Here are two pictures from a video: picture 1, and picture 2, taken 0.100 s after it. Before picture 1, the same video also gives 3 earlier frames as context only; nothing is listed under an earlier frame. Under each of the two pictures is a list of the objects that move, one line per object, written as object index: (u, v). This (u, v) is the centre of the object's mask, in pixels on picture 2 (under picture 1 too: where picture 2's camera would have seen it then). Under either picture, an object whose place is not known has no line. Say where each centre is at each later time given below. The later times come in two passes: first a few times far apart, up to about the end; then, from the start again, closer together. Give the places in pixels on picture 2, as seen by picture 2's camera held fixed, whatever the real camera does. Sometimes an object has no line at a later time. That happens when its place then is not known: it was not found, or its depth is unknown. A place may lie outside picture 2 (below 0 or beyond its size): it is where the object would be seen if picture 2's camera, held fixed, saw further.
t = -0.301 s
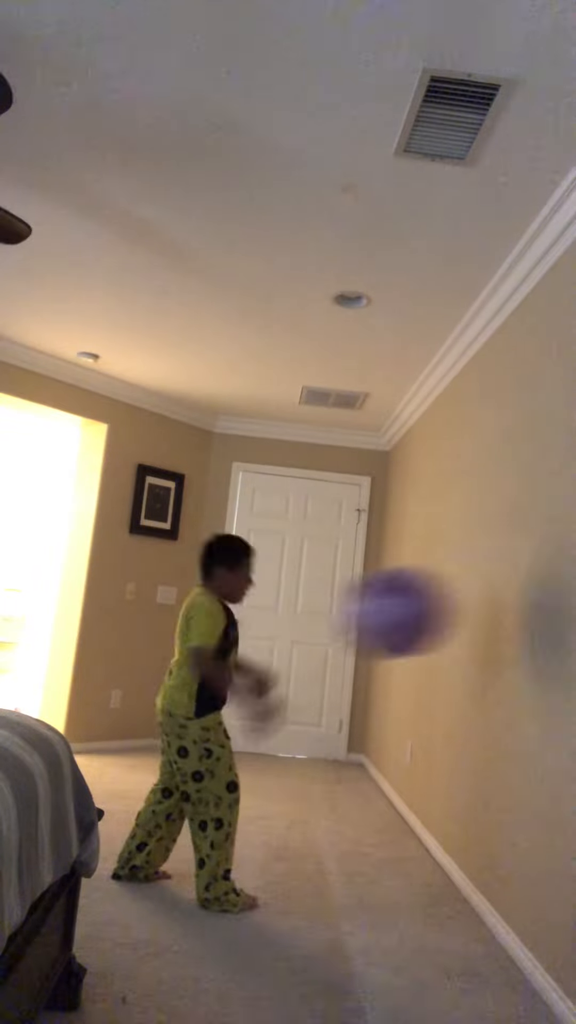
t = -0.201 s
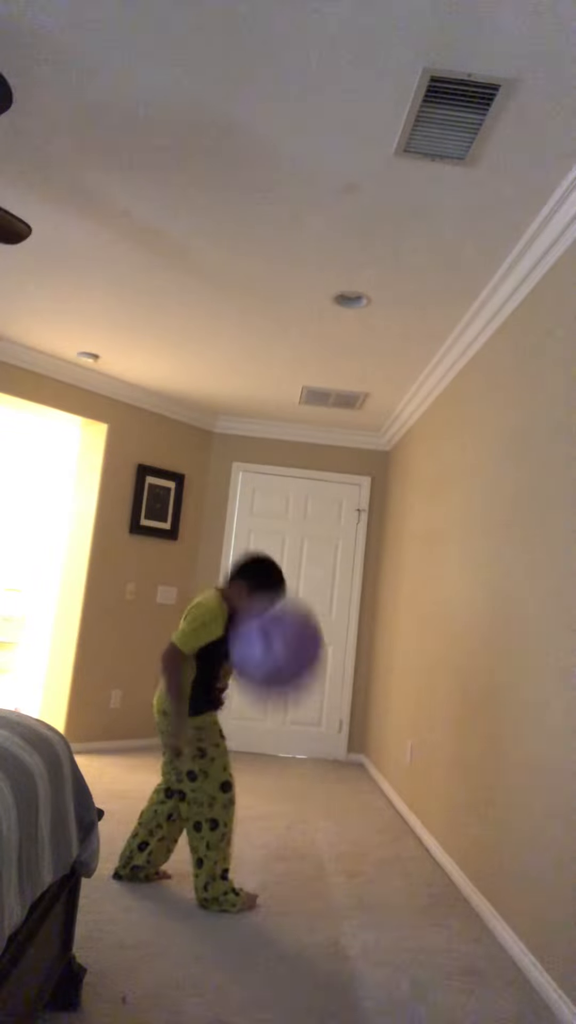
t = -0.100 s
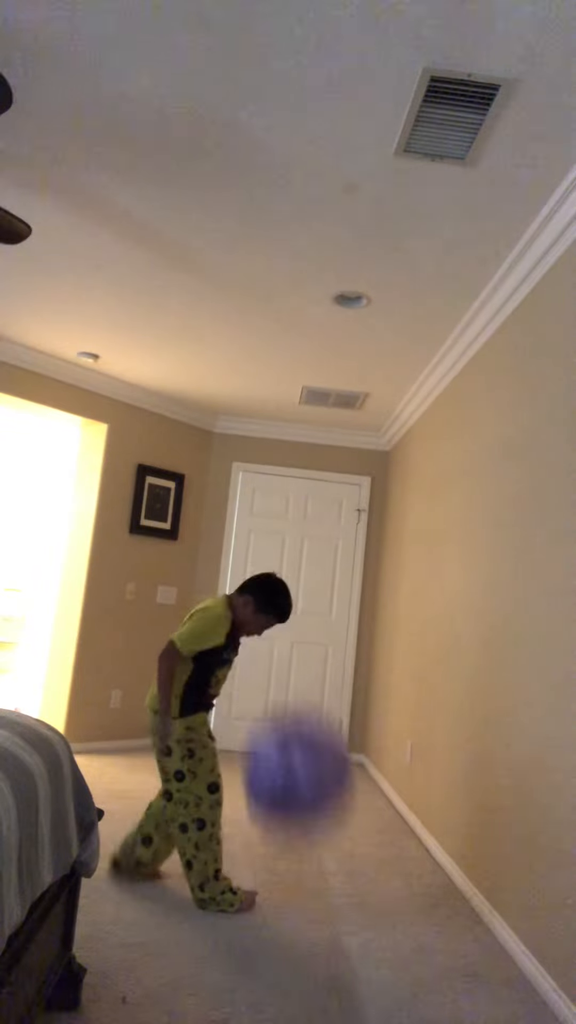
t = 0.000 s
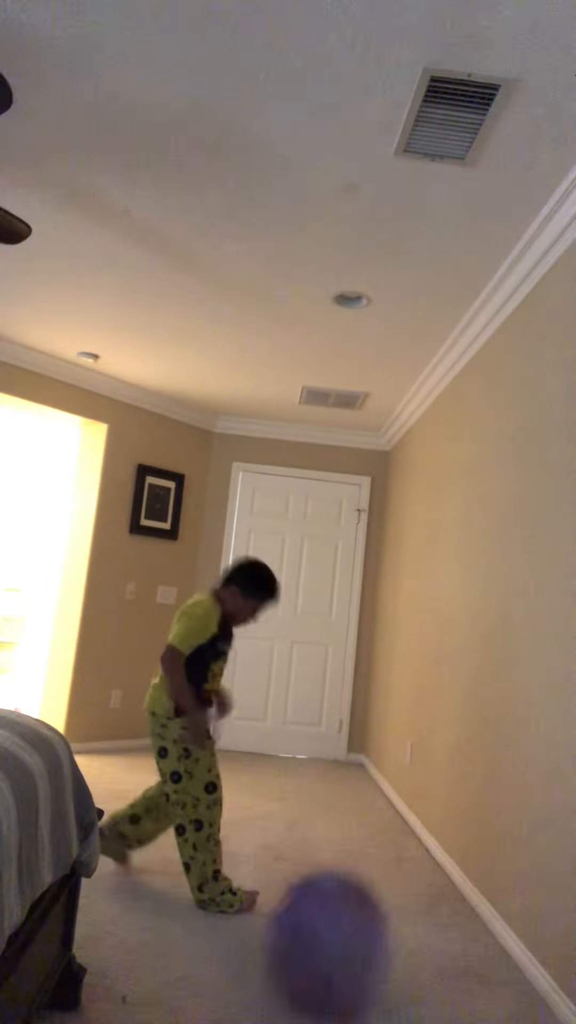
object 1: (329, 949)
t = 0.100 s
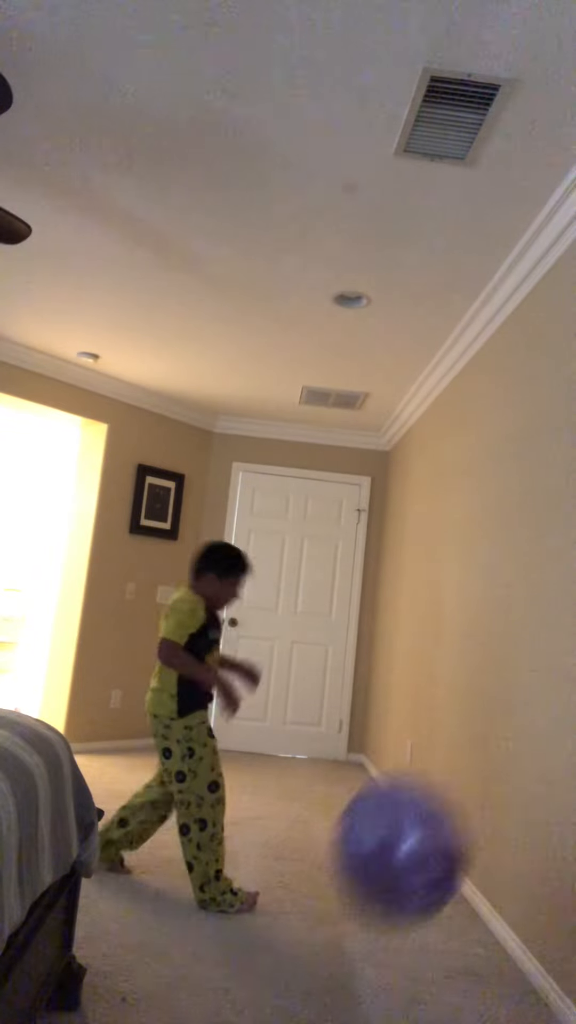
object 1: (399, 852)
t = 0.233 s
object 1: (505, 756)
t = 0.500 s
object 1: (540, 694)
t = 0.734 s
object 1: (463, 863)
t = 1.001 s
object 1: (317, 999)
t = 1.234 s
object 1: (313, 921)
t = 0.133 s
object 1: (426, 821)
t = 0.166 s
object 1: (452, 795)
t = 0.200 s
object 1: (480, 773)
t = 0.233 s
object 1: (505, 756)
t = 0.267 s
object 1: (521, 740)
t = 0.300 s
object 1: (534, 728)
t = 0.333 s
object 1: (548, 718)
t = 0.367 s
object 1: (559, 713)
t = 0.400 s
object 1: (560, 705)
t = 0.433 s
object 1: (554, 696)
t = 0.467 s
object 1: (547, 692)
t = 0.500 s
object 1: (540, 694)
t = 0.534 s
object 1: (533, 699)
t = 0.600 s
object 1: (517, 725)
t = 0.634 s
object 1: (506, 747)
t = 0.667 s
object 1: (497, 775)
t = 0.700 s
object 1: (481, 817)
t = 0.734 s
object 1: (463, 863)
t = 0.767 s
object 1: (442, 914)
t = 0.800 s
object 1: (418, 949)
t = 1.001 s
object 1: (317, 999)
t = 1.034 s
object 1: (320, 983)
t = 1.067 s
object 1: (320, 967)
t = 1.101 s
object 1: (322, 952)
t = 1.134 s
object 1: (322, 940)
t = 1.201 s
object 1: (318, 924)
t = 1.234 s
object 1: (313, 921)
